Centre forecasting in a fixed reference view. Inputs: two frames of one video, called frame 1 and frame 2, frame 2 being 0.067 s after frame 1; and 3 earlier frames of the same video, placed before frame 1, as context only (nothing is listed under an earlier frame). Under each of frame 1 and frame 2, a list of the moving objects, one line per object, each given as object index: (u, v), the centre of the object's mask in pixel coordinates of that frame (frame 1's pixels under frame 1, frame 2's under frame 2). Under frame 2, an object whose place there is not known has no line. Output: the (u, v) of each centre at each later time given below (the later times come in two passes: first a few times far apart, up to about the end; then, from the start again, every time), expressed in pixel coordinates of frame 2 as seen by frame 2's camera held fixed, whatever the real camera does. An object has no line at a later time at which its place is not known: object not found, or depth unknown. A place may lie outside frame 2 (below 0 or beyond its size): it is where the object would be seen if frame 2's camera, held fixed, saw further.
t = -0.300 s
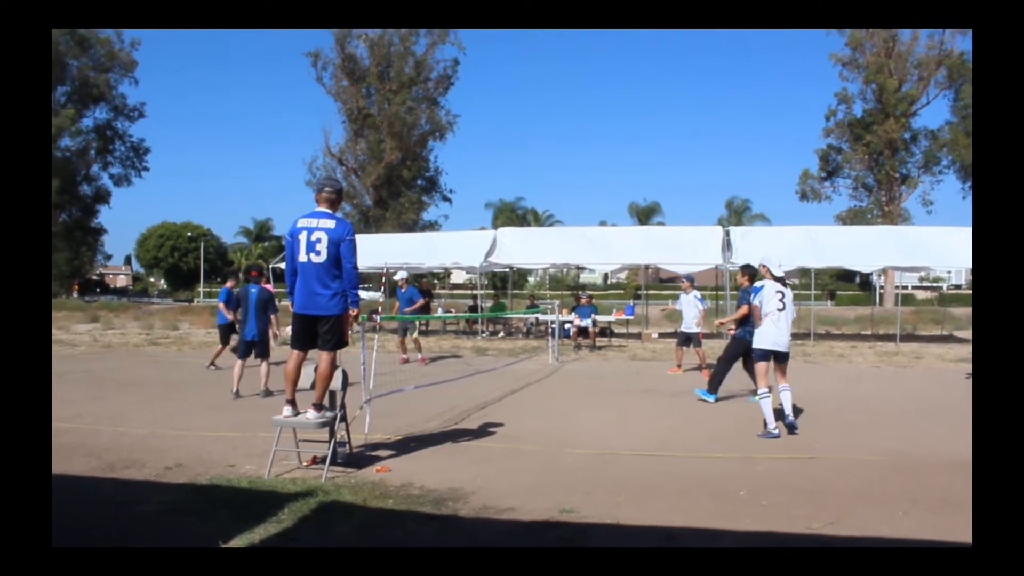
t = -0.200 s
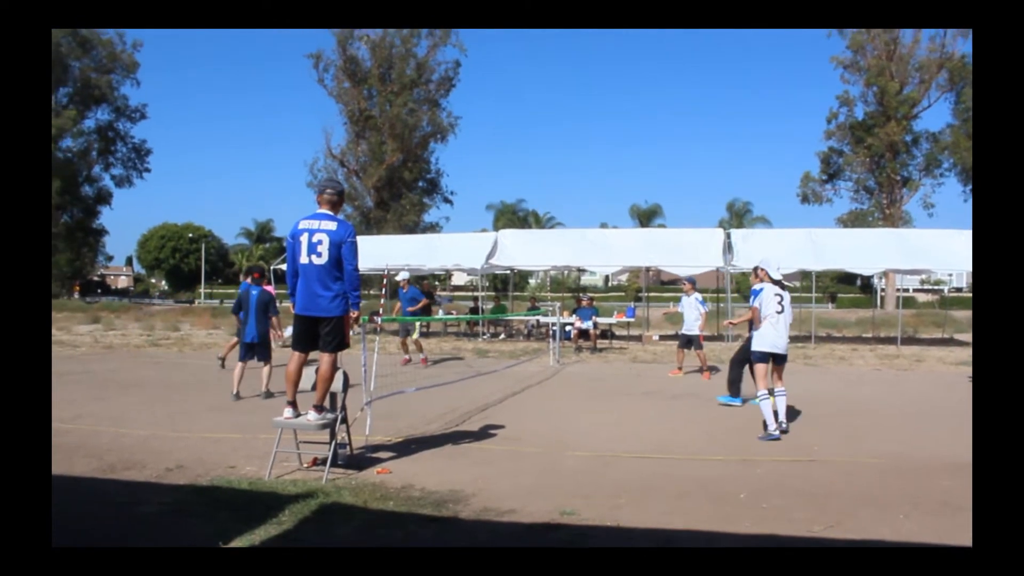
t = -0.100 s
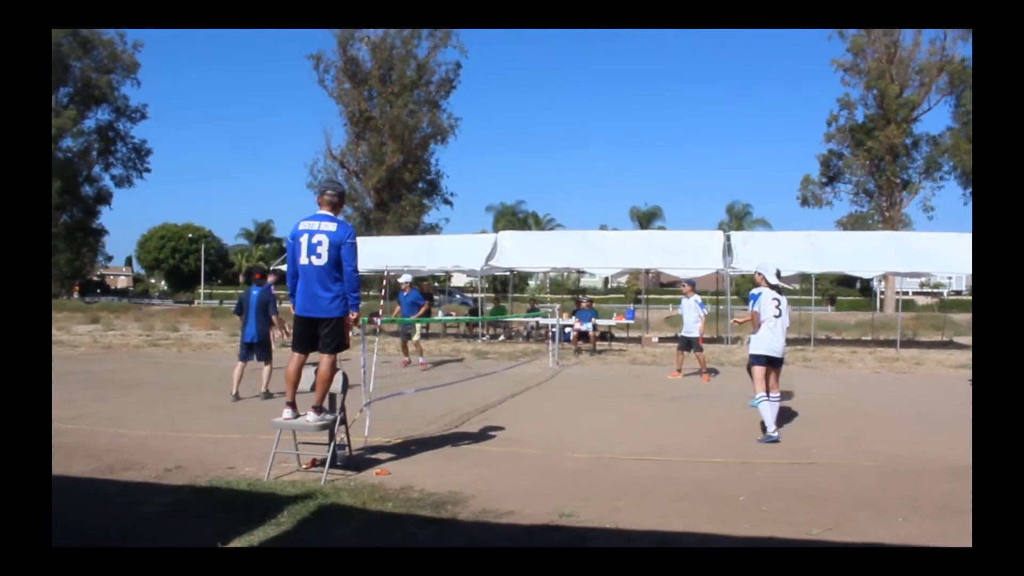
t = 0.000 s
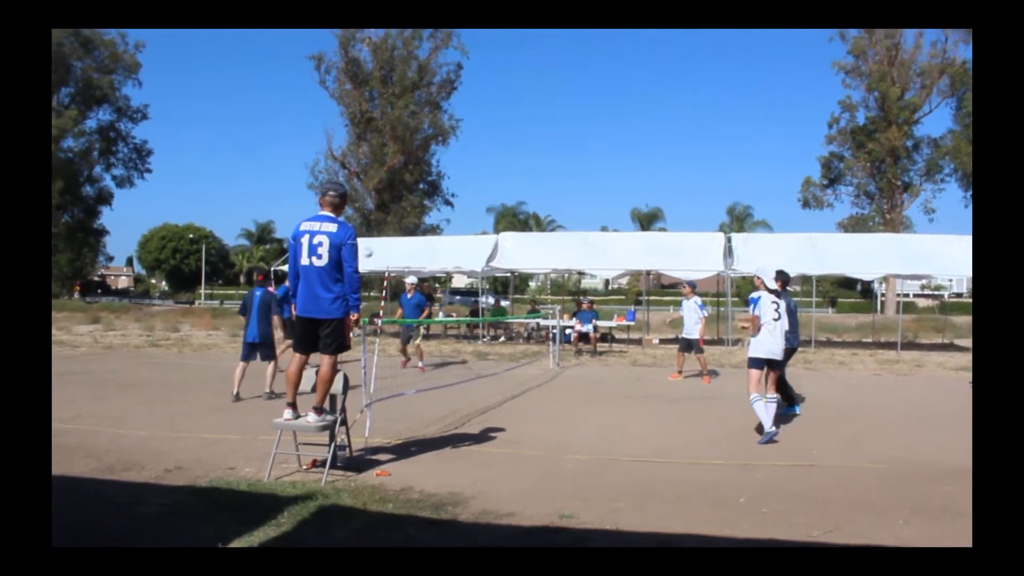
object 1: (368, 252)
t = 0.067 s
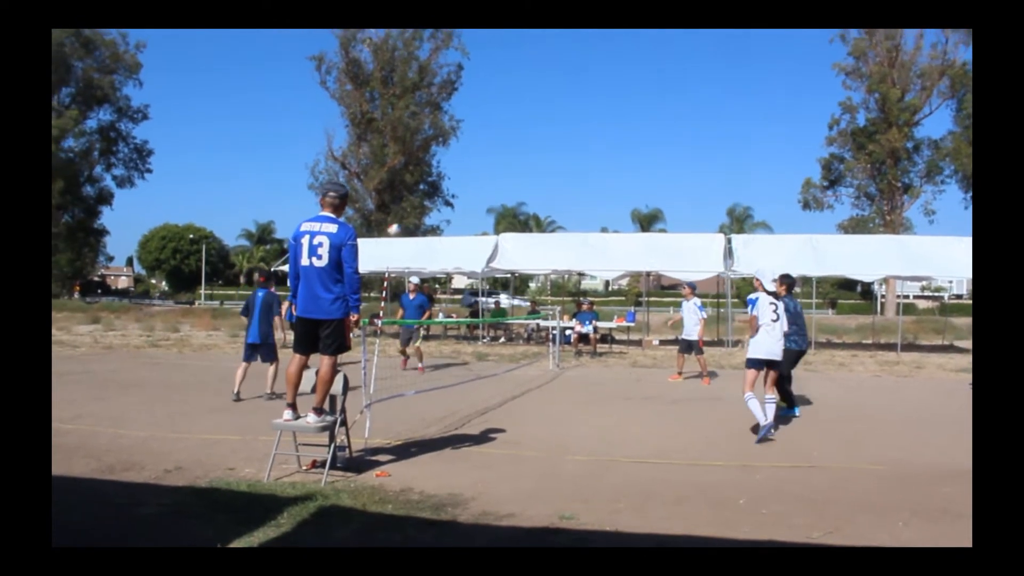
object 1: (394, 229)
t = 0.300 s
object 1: (488, 168)
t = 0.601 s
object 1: (613, 130)
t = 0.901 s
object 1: (738, 145)
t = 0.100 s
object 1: (407, 219)
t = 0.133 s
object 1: (421, 209)
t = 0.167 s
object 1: (434, 199)
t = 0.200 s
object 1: (447, 191)
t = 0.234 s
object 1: (461, 182)
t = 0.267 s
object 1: (475, 174)
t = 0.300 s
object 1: (488, 168)
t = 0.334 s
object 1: (503, 161)
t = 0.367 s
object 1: (517, 154)
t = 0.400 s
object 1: (530, 149)
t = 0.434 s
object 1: (544, 145)
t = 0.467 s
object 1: (558, 141)
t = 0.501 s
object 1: (571, 137)
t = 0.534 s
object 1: (585, 134)
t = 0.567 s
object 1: (600, 132)
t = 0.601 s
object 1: (613, 130)
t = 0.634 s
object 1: (626, 130)
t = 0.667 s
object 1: (640, 130)
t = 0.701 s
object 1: (654, 130)
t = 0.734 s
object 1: (668, 131)
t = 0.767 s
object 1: (682, 132)
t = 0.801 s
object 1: (696, 134)
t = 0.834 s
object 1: (710, 137)
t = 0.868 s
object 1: (724, 141)
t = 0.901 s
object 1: (738, 145)
